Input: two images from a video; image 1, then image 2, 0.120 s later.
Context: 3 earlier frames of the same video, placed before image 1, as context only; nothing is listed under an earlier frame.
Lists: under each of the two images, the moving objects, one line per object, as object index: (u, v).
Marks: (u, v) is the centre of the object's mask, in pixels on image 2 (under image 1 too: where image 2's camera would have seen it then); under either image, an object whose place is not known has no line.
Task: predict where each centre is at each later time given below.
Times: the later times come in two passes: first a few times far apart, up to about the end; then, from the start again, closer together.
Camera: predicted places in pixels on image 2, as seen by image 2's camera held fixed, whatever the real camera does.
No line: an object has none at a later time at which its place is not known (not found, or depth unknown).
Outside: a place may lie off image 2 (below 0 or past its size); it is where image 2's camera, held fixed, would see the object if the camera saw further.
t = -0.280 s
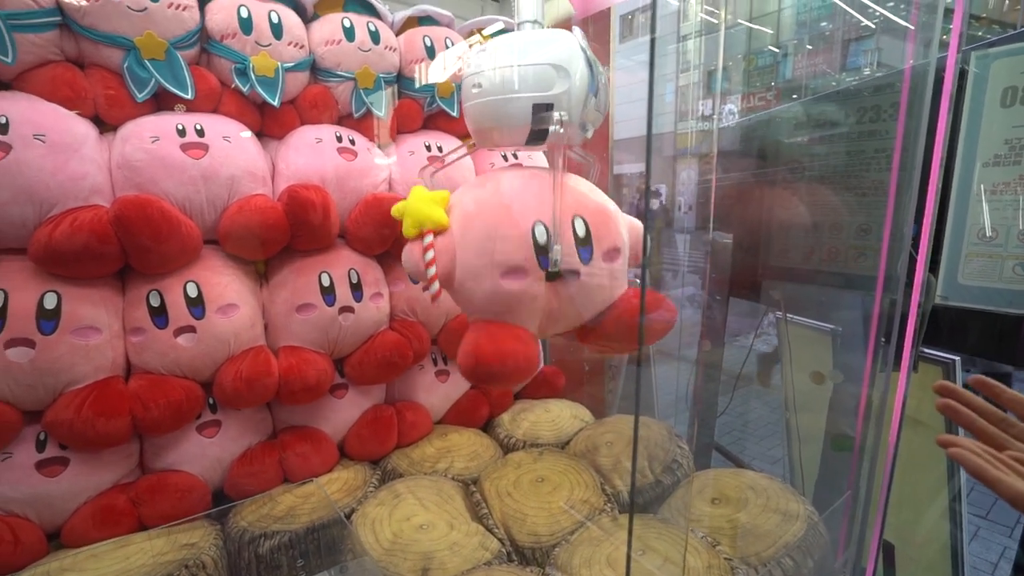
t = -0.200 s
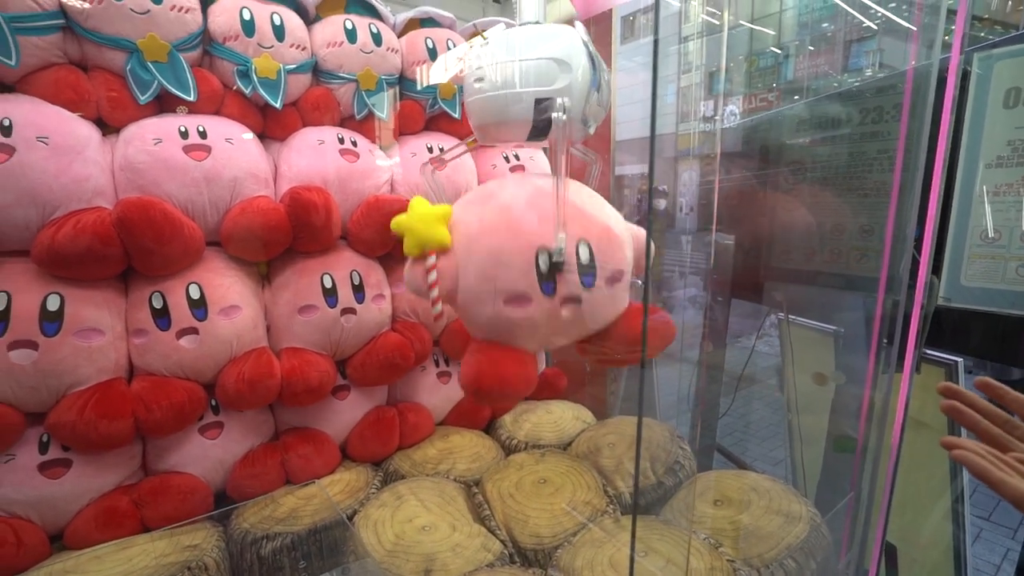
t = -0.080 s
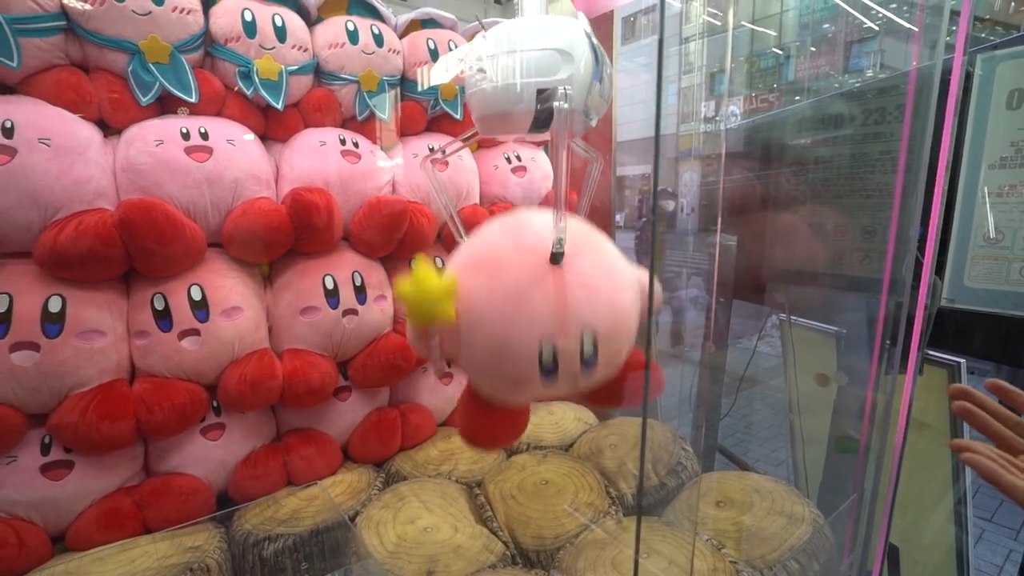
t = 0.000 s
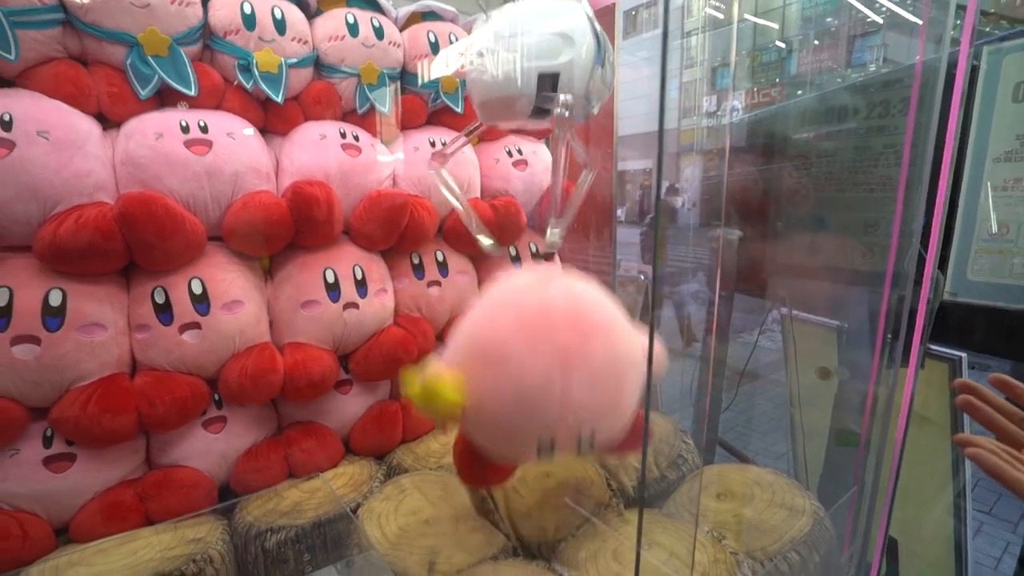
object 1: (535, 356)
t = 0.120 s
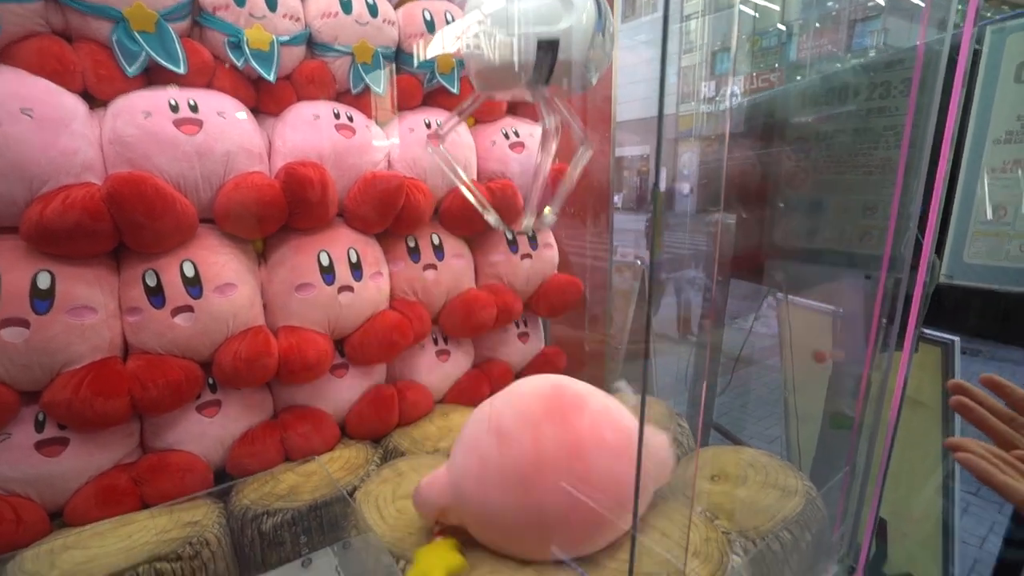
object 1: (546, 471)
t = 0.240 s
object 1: (536, 490)
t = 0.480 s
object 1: (547, 490)
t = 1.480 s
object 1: (532, 459)
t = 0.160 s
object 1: (539, 478)
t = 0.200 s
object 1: (549, 481)
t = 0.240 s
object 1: (536, 490)
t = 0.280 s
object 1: (553, 486)
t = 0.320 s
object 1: (560, 488)
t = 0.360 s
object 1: (561, 488)
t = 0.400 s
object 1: (559, 486)
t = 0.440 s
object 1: (554, 486)
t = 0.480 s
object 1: (547, 490)
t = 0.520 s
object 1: (544, 493)
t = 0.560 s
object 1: (542, 493)
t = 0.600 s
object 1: (540, 488)
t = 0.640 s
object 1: (539, 483)
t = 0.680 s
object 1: (531, 480)
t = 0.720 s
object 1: (541, 474)
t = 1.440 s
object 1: (533, 458)
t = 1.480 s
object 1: (532, 459)
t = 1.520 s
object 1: (530, 459)
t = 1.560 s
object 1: (530, 459)
